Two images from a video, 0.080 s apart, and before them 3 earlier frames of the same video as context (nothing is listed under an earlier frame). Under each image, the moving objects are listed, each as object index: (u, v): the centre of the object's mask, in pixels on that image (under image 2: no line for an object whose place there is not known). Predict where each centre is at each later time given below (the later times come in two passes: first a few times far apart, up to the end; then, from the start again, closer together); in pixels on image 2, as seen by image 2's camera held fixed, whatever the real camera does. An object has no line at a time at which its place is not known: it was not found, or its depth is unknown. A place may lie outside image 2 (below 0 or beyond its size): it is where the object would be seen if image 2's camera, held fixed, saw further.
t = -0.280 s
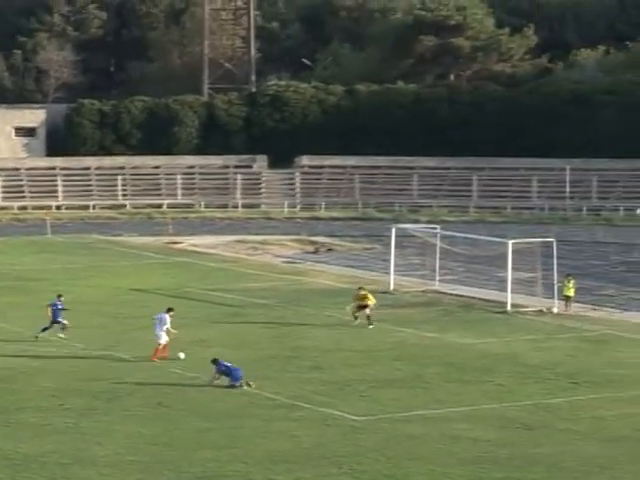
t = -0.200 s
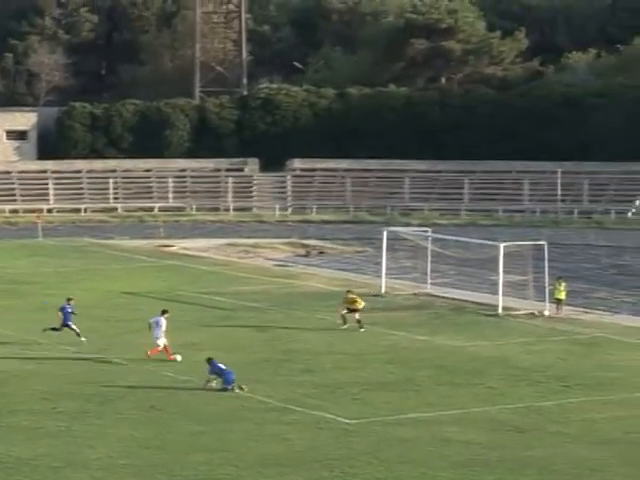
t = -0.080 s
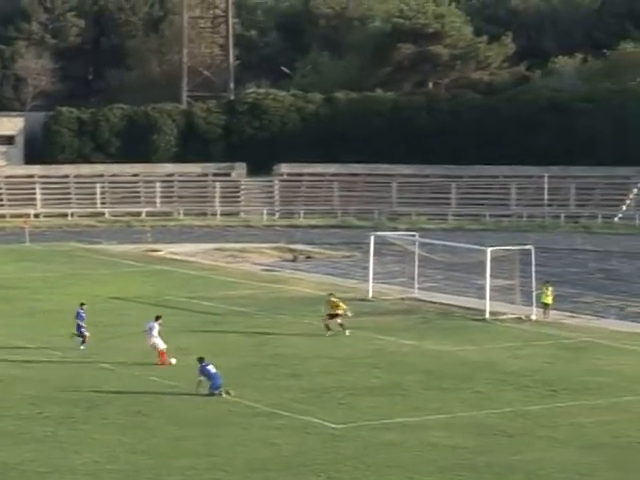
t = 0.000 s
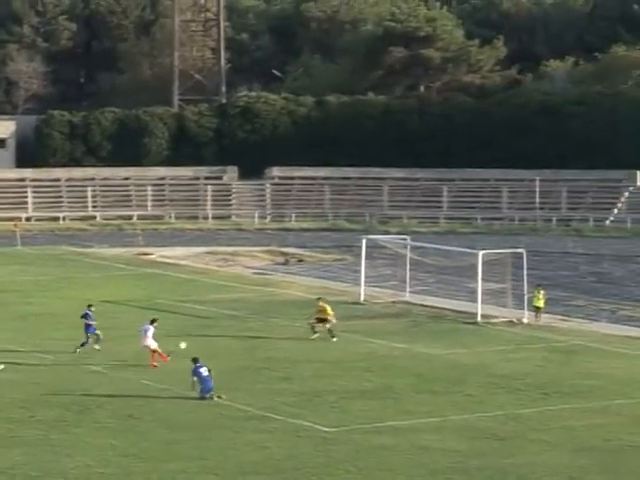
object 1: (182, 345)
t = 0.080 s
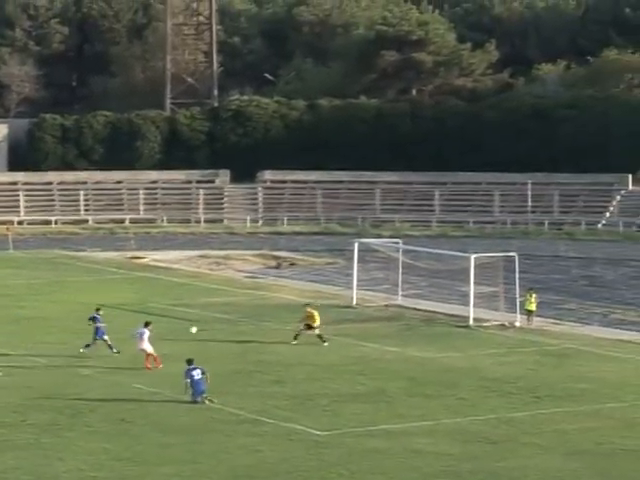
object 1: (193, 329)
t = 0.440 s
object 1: (258, 269)
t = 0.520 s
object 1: (270, 262)
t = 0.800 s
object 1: (300, 249)
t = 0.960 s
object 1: (314, 250)
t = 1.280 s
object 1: (335, 268)
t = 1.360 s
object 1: (340, 276)
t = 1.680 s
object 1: (347, 264)
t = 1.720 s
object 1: (348, 259)
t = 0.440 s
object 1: (258, 269)
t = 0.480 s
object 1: (264, 266)
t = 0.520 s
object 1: (270, 262)
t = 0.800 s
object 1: (300, 249)
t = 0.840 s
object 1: (304, 249)
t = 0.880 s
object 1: (308, 249)
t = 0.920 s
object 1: (311, 249)
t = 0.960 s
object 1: (314, 250)
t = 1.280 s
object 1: (335, 268)
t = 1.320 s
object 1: (337, 272)
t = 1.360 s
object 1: (340, 276)
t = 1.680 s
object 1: (347, 264)
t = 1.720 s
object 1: (348, 259)
